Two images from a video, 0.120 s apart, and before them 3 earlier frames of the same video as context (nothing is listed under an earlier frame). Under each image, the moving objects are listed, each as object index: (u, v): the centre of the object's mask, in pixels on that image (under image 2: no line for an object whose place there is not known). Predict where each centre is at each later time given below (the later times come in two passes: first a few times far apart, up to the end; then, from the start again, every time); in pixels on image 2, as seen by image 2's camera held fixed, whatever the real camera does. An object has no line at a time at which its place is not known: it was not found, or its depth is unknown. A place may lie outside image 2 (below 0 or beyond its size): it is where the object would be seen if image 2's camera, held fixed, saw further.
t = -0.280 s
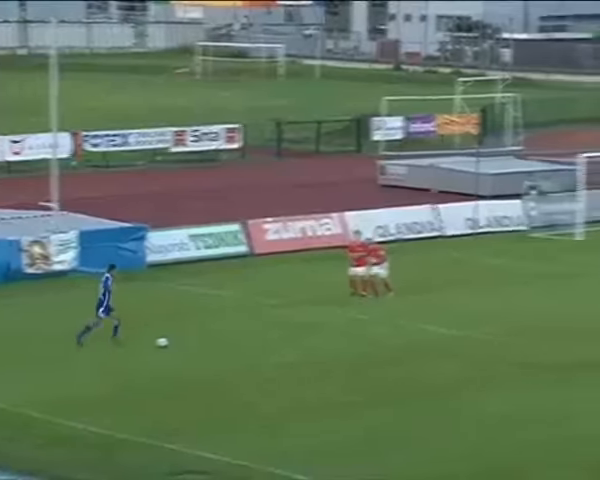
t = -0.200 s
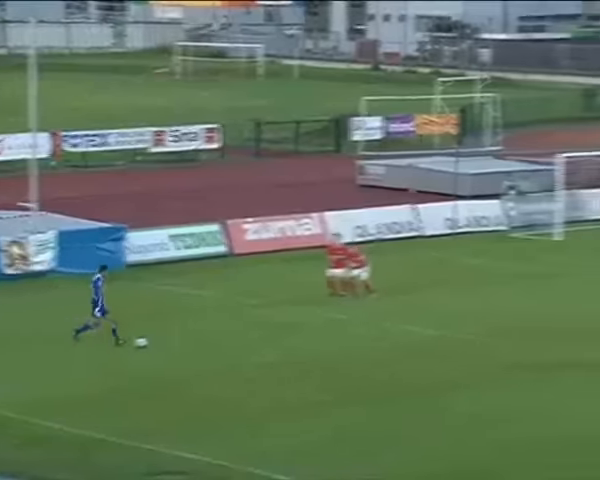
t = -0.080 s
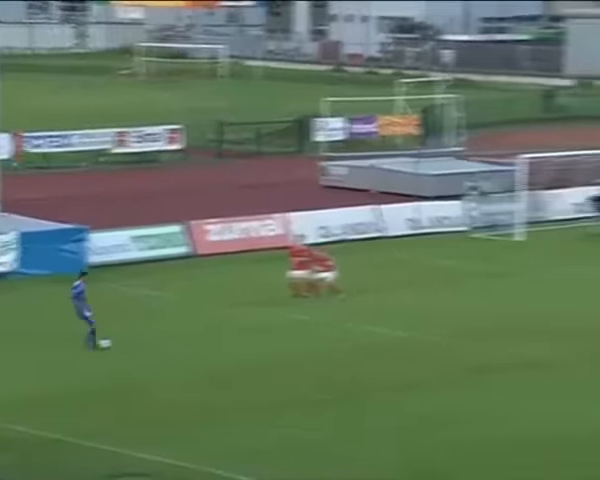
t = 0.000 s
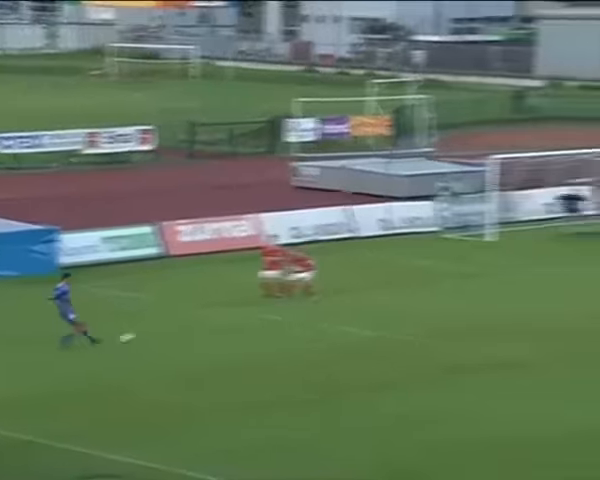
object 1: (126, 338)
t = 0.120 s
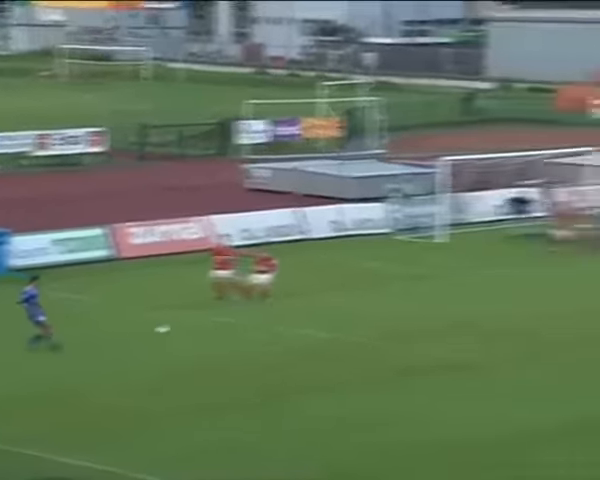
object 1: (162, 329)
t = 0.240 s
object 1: (241, 327)
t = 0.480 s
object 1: (371, 319)
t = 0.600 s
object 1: (429, 319)
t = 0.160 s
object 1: (190, 328)
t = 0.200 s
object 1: (216, 327)
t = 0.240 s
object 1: (241, 327)
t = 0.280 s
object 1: (266, 329)
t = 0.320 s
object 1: (288, 328)
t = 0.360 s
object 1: (310, 324)
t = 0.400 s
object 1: (330, 322)
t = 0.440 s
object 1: (351, 320)
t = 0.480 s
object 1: (371, 319)
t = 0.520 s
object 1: (391, 319)
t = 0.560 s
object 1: (411, 320)
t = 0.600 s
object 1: (429, 319)
